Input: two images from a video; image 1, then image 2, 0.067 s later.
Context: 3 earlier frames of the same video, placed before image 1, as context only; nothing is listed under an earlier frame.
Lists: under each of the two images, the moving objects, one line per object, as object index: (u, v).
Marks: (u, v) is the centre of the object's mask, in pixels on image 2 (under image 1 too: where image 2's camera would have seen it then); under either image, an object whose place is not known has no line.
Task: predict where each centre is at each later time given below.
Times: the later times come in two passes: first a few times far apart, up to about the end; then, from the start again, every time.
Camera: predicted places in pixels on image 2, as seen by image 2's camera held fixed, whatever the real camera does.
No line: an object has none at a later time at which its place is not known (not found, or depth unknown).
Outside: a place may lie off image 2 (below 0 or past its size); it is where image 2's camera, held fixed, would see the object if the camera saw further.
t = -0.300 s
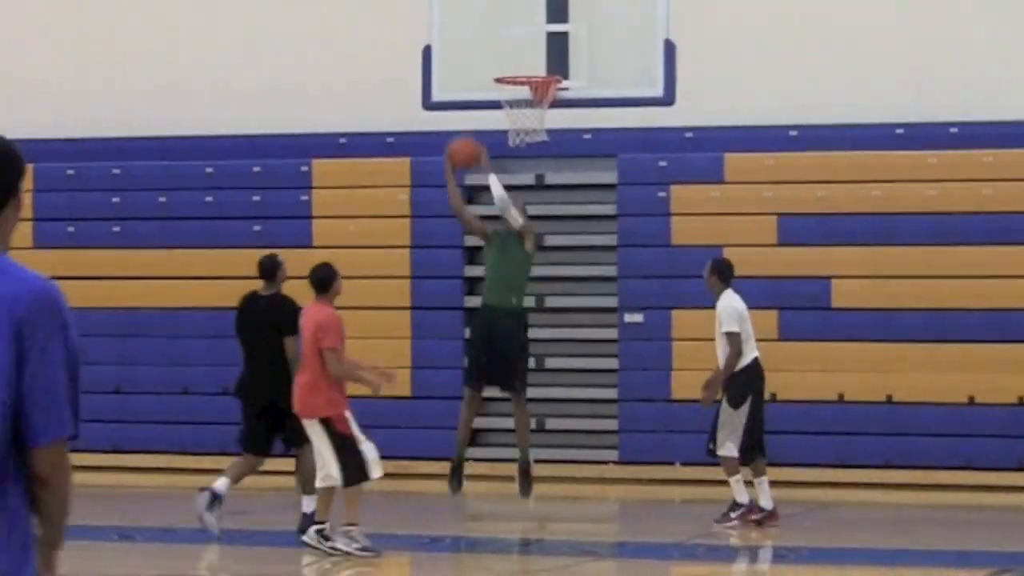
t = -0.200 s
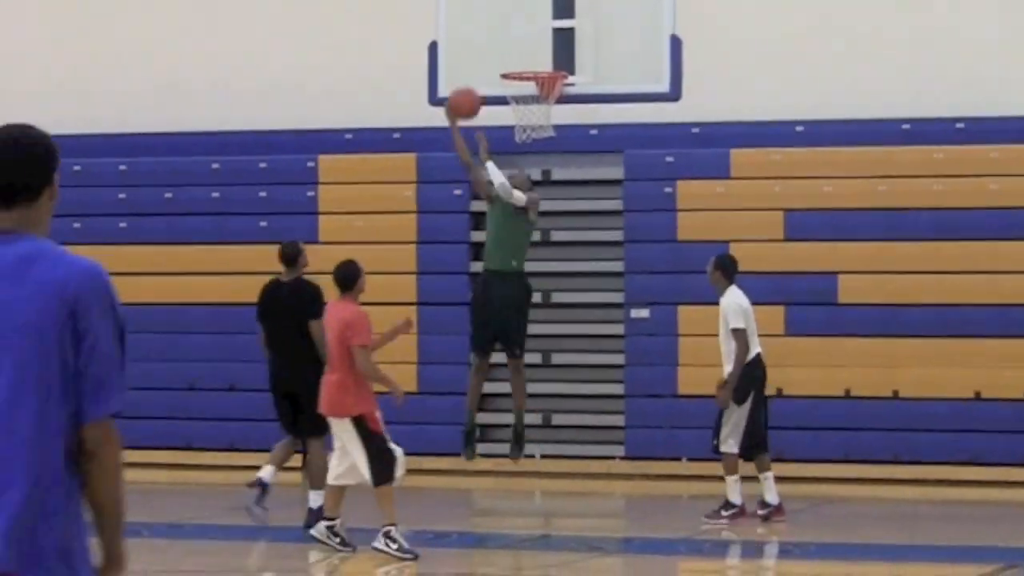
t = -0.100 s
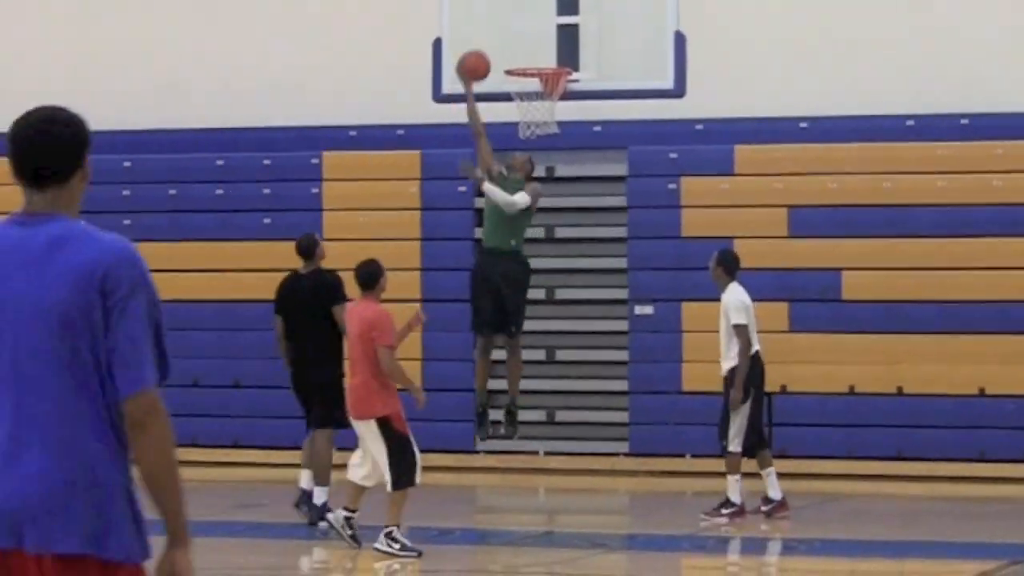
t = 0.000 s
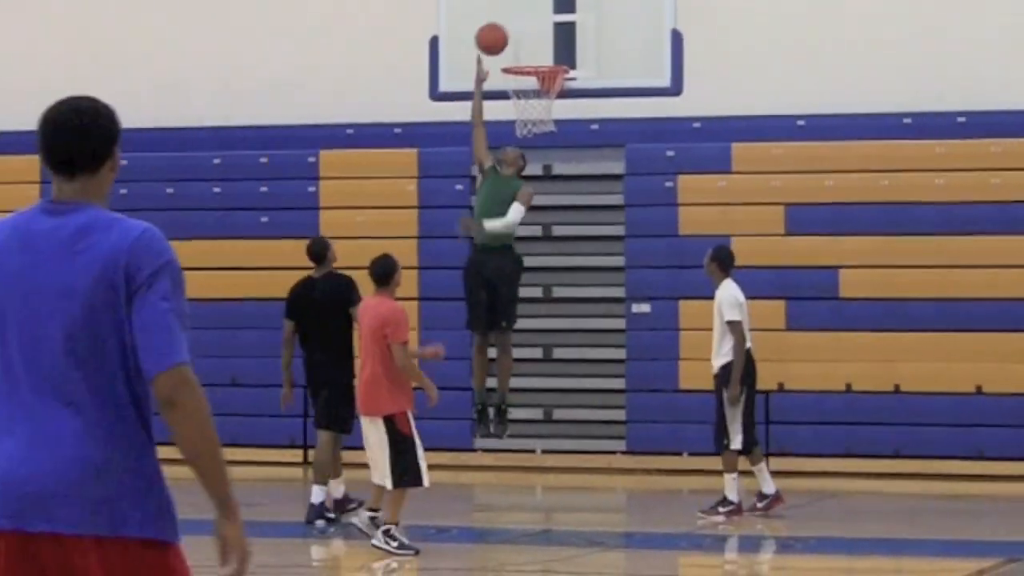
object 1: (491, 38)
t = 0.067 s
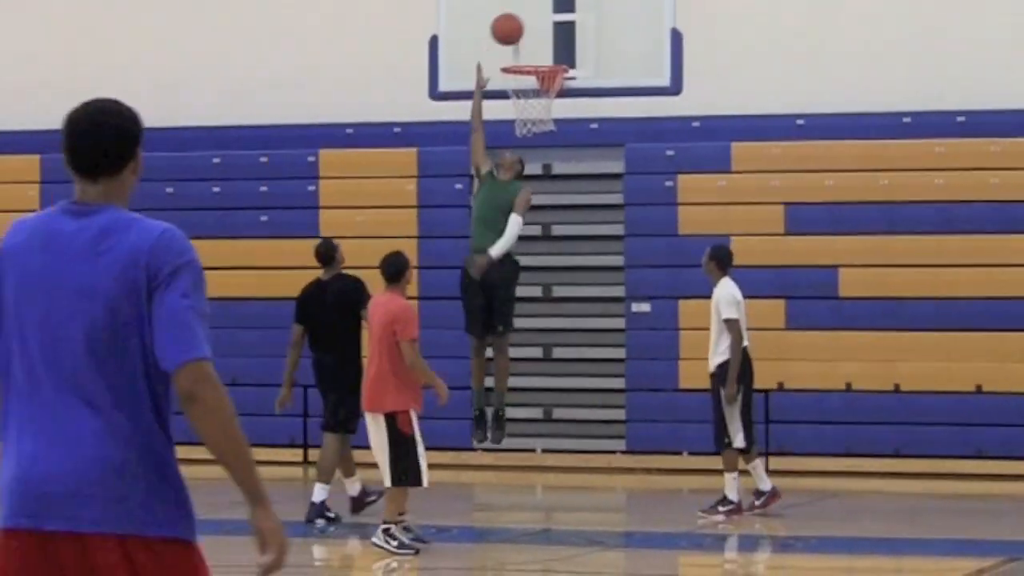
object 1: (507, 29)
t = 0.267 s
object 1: (526, 41)
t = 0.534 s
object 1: (537, 114)
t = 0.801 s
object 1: (533, 220)
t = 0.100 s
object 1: (515, 27)
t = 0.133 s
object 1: (517, 27)
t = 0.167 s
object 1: (519, 28)
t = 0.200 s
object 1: (522, 31)
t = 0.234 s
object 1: (524, 35)
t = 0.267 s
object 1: (526, 41)
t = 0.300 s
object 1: (529, 48)
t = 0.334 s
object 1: (531, 55)
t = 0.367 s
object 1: (532, 67)
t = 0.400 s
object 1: (532, 79)
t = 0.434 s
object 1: (537, 93)
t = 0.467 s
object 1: (538, 104)
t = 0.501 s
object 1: (538, 108)
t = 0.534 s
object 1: (537, 114)
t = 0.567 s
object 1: (537, 120)
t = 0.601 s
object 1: (535, 130)
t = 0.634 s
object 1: (535, 140)
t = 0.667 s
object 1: (535, 152)
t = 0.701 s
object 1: (535, 167)
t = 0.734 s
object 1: (534, 183)
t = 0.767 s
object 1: (533, 200)
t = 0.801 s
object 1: (533, 220)
